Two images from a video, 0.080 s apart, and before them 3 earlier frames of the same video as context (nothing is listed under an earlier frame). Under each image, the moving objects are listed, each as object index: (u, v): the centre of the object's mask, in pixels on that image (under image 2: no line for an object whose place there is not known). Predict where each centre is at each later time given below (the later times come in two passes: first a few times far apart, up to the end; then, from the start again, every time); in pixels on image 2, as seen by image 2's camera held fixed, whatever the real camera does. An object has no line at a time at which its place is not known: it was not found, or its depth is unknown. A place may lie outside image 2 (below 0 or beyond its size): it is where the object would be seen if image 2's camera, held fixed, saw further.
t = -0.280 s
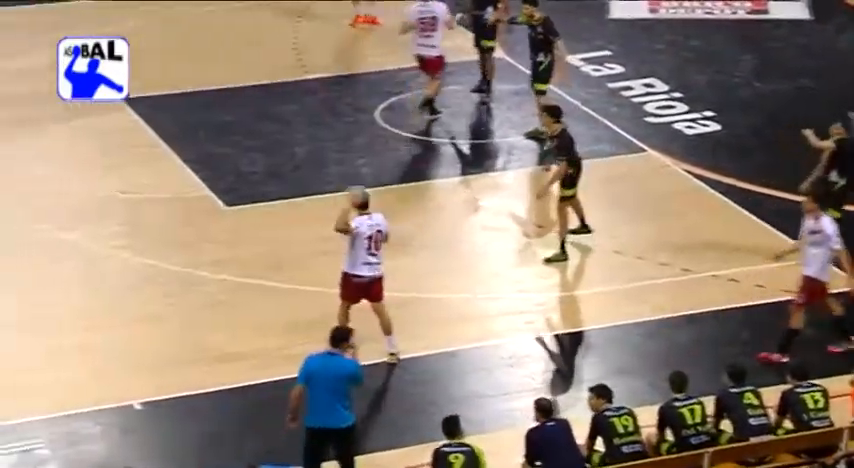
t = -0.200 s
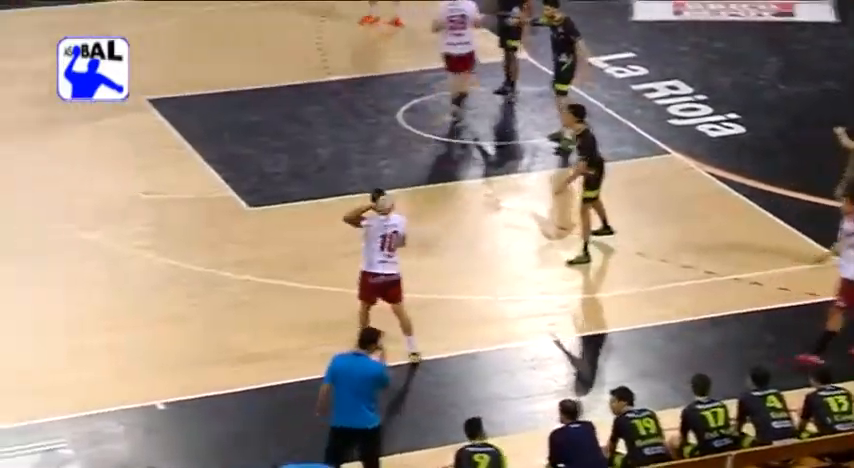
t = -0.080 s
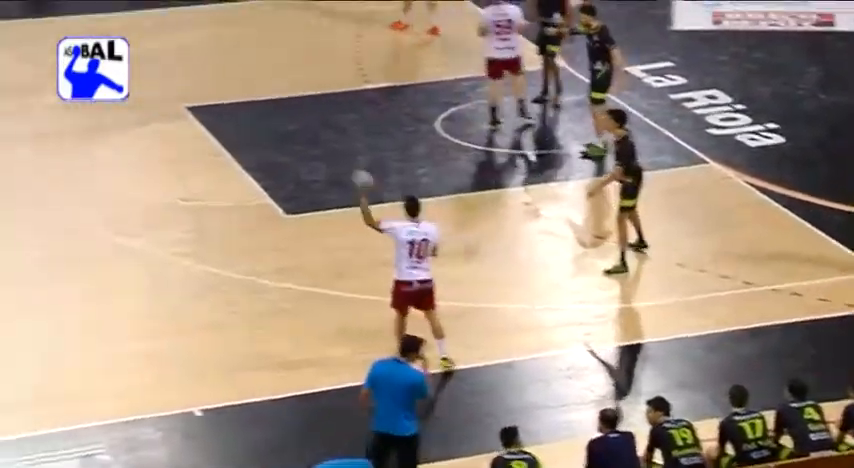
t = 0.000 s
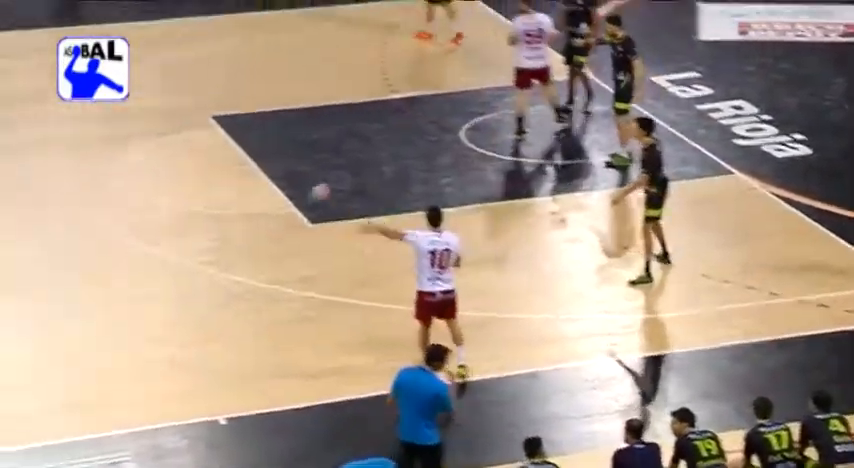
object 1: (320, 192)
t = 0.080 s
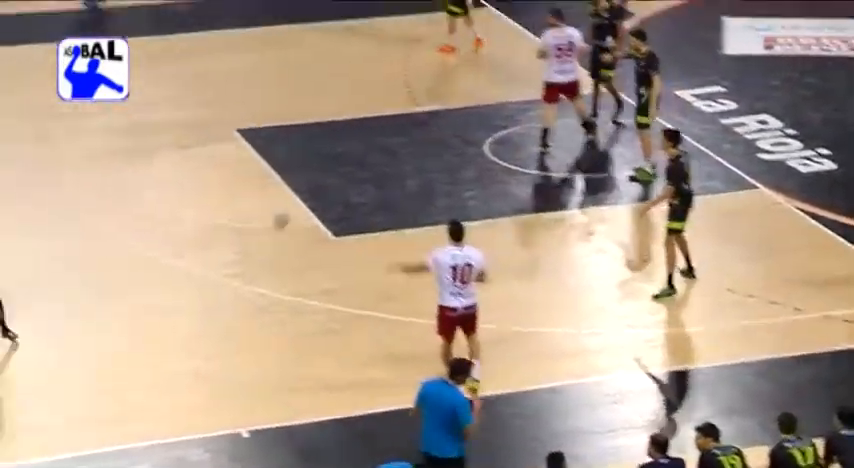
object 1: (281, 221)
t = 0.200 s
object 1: (195, 245)
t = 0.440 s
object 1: (80, 201)
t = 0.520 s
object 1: (51, 172)
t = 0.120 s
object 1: (251, 228)
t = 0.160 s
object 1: (223, 235)
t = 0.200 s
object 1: (195, 245)
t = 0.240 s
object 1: (168, 256)
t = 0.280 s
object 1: (142, 267)
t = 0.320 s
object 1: (125, 256)
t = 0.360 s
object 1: (109, 236)
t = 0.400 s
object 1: (94, 218)
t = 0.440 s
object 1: (80, 201)
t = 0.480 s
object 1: (66, 186)
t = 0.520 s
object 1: (51, 172)
